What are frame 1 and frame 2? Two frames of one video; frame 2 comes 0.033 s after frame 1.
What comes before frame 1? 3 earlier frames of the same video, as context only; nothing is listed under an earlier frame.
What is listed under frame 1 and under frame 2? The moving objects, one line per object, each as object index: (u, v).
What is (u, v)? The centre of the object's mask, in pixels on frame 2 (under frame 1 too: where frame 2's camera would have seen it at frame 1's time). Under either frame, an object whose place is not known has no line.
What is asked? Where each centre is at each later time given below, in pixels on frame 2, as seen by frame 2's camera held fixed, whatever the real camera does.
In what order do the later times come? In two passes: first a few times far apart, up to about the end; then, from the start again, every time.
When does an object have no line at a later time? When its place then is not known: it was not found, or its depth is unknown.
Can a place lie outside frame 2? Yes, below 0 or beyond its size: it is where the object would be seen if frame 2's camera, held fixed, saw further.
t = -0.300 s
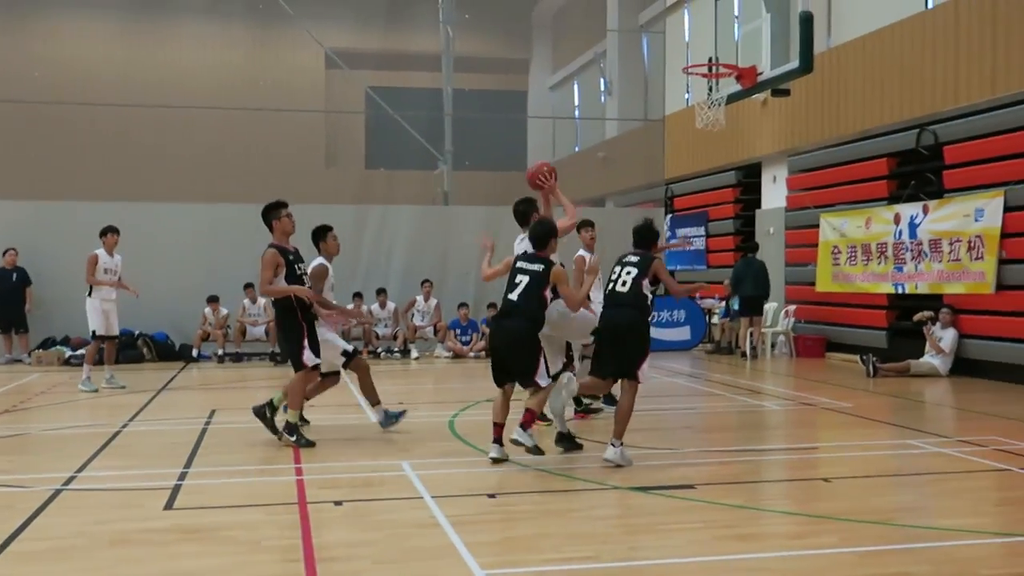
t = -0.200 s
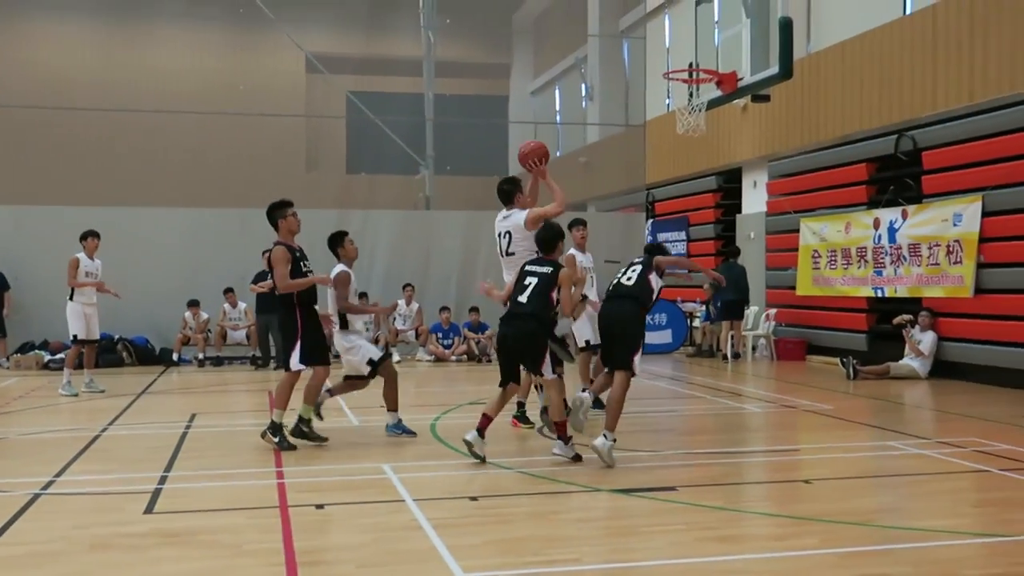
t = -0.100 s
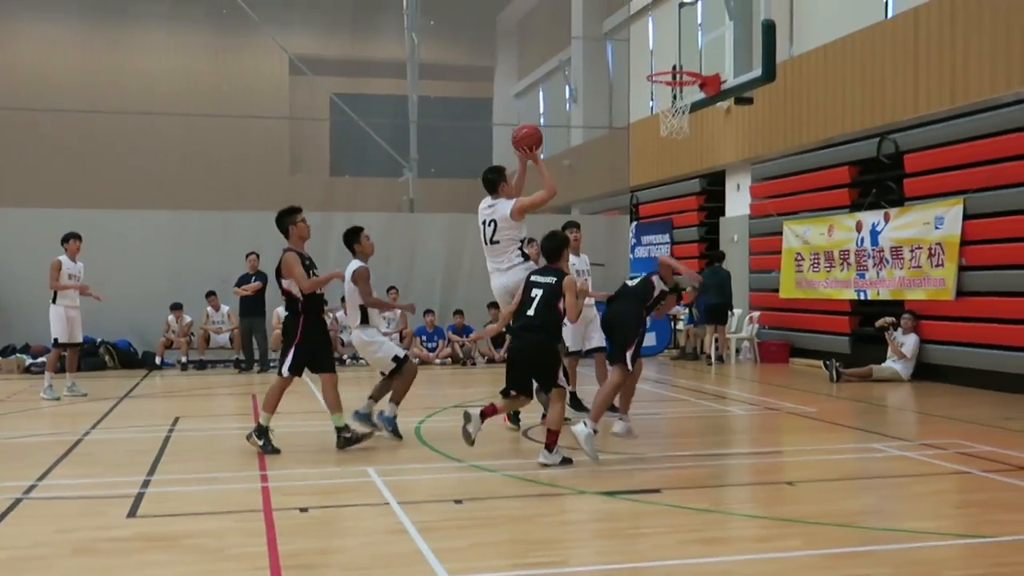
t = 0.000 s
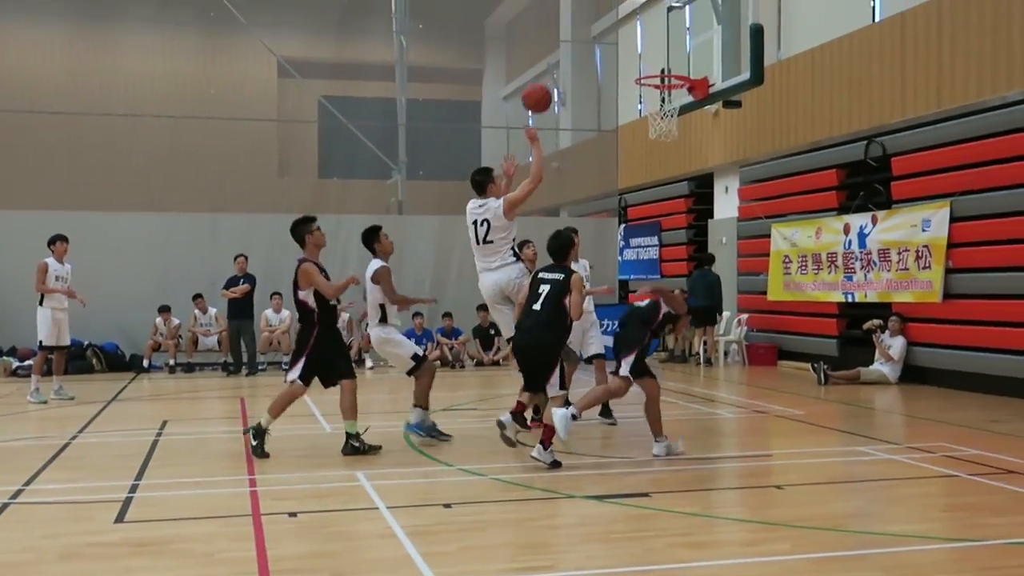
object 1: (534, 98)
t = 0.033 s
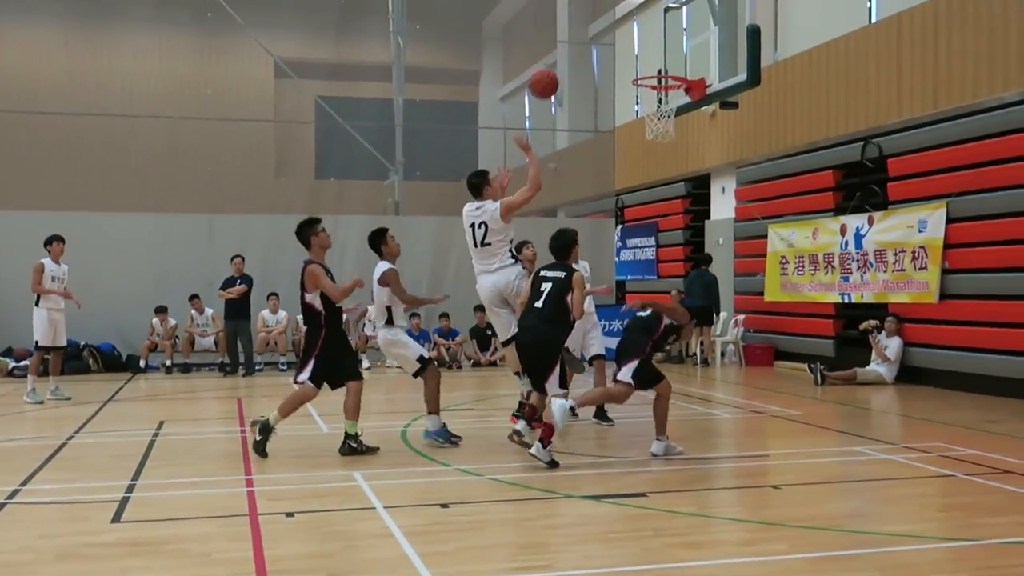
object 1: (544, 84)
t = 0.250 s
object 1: (604, 21)
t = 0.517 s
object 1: (673, 24)
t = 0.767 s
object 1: (659, 66)
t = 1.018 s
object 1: (631, 63)
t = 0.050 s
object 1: (548, 77)
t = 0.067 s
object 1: (553, 71)
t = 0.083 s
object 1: (558, 65)
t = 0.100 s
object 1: (563, 60)
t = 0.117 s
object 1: (567, 52)
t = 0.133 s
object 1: (571, 43)
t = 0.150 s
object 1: (576, 40)
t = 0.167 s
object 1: (580, 40)
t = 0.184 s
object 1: (585, 34)
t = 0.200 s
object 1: (590, 32)
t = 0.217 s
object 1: (595, 29)
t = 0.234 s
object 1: (599, 25)
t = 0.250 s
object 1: (604, 21)
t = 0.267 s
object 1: (609, 19)
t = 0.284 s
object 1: (613, 16)
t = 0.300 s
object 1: (618, 13)
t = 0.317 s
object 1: (620, 10)
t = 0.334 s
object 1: (625, 14)
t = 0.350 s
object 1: (630, 15)
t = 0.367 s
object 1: (634, 12)
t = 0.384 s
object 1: (639, 12)
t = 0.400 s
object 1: (643, 14)
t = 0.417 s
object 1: (647, 14)
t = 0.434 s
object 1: (651, 14)
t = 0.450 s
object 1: (656, 15)
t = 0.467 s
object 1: (660, 16)
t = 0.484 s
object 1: (664, 19)
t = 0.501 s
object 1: (668, 20)
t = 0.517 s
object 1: (673, 24)
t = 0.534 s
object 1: (678, 27)
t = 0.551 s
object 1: (681, 29)
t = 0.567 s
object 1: (685, 32)
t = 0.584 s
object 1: (689, 36)
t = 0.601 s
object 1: (694, 41)
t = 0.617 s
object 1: (697, 46)
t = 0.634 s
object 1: (694, 49)
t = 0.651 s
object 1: (689, 52)
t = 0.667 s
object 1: (685, 57)
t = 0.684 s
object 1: (682, 60)
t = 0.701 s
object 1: (677, 65)
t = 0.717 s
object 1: (673, 65)
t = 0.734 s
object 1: (669, 65)
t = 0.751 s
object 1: (663, 66)
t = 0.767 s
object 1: (659, 66)
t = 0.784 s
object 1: (654, 66)
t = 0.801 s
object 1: (649, 68)
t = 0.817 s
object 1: (644, 70)
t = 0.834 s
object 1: (642, 69)
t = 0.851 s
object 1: (641, 67)
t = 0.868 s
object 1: (640, 66)
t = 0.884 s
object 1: (639, 64)
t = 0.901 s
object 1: (638, 64)
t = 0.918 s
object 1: (637, 62)
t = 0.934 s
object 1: (636, 62)
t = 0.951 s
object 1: (635, 62)
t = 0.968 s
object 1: (634, 61)
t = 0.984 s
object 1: (633, 62)
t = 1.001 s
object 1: (632, 62)
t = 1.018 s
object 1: (631, 63)
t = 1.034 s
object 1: (629, 64)
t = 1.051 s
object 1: (628, 66)
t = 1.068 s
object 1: (627, 68)
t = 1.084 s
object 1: (626, 70)
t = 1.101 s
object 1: (625, 72)
